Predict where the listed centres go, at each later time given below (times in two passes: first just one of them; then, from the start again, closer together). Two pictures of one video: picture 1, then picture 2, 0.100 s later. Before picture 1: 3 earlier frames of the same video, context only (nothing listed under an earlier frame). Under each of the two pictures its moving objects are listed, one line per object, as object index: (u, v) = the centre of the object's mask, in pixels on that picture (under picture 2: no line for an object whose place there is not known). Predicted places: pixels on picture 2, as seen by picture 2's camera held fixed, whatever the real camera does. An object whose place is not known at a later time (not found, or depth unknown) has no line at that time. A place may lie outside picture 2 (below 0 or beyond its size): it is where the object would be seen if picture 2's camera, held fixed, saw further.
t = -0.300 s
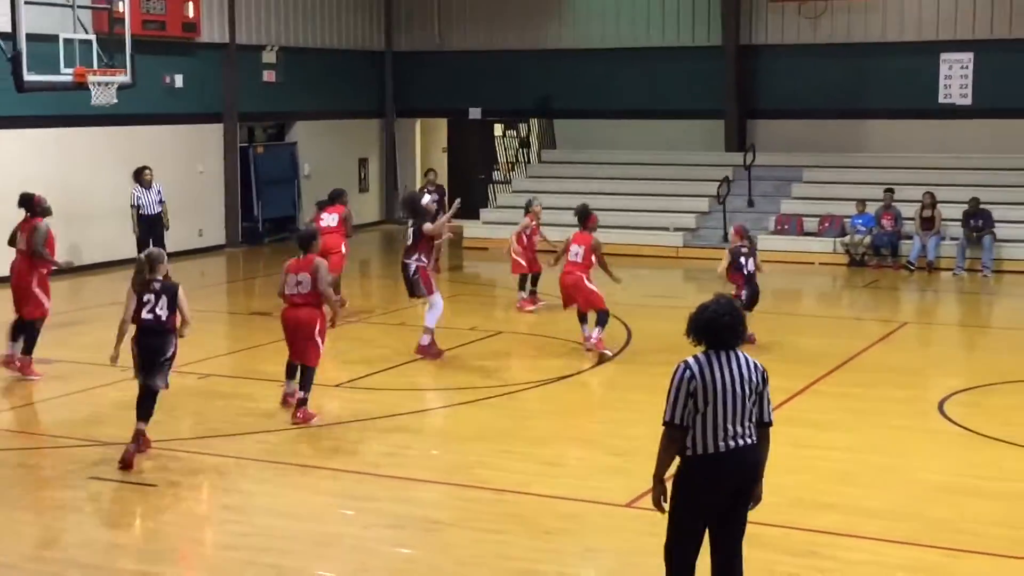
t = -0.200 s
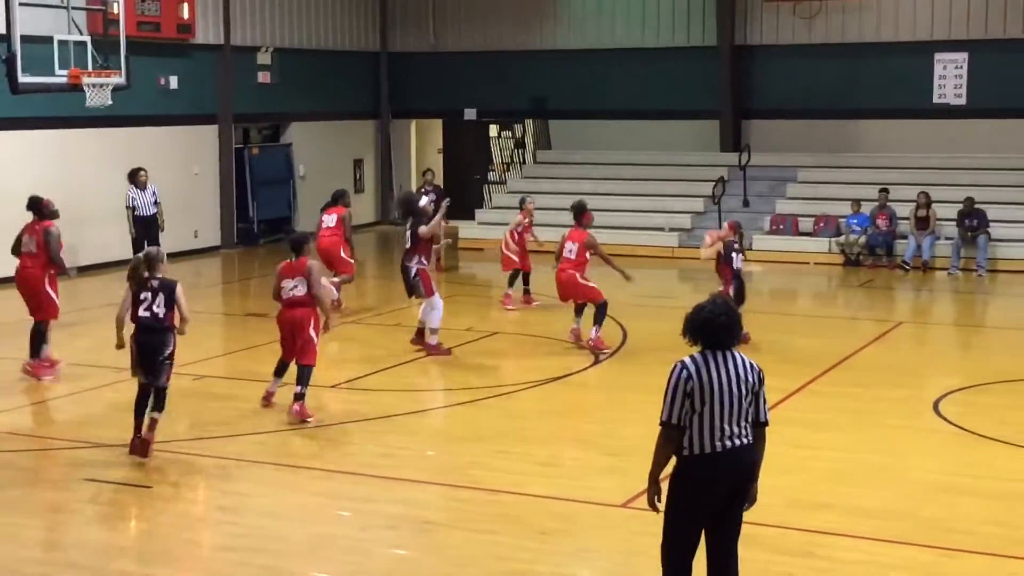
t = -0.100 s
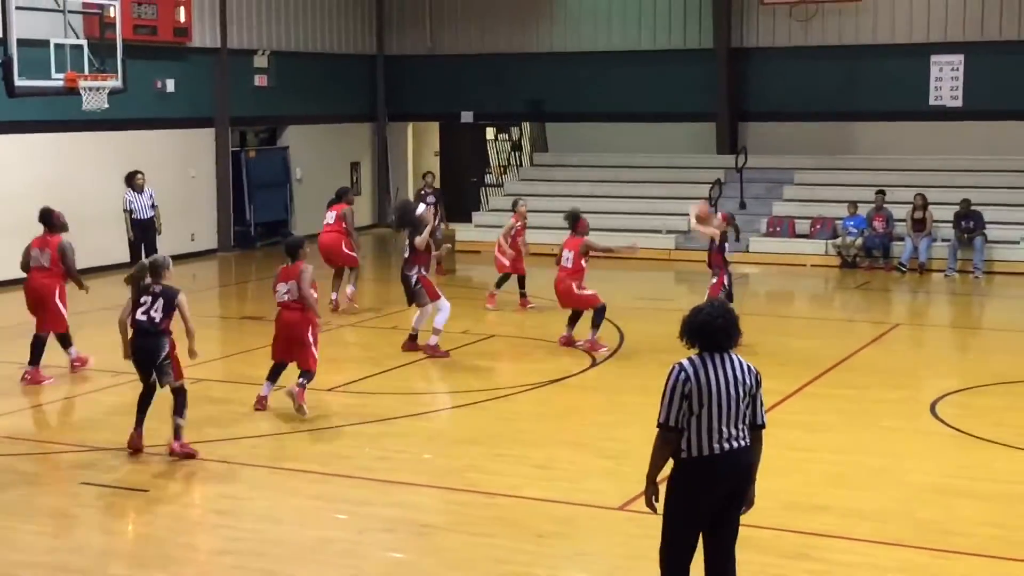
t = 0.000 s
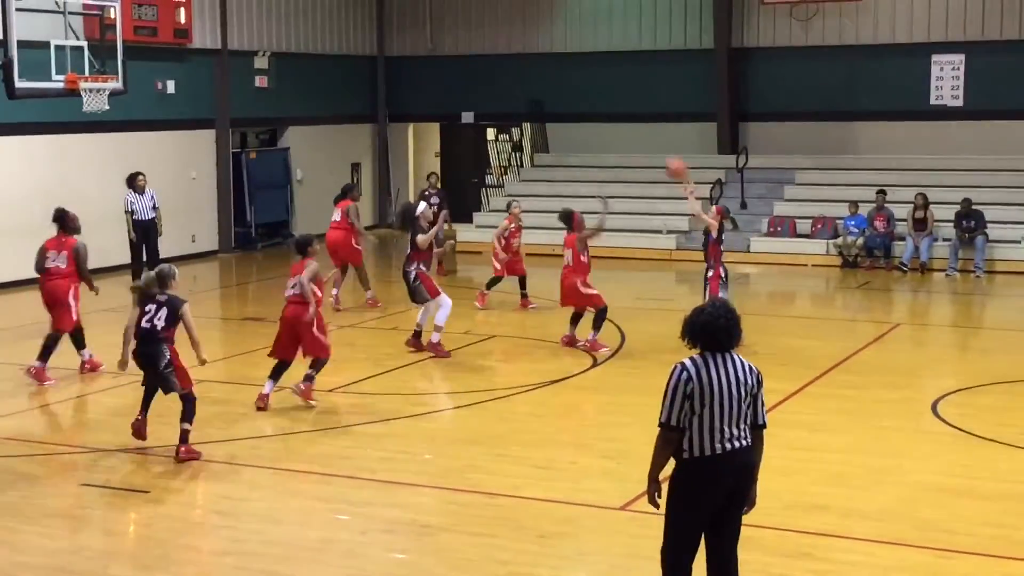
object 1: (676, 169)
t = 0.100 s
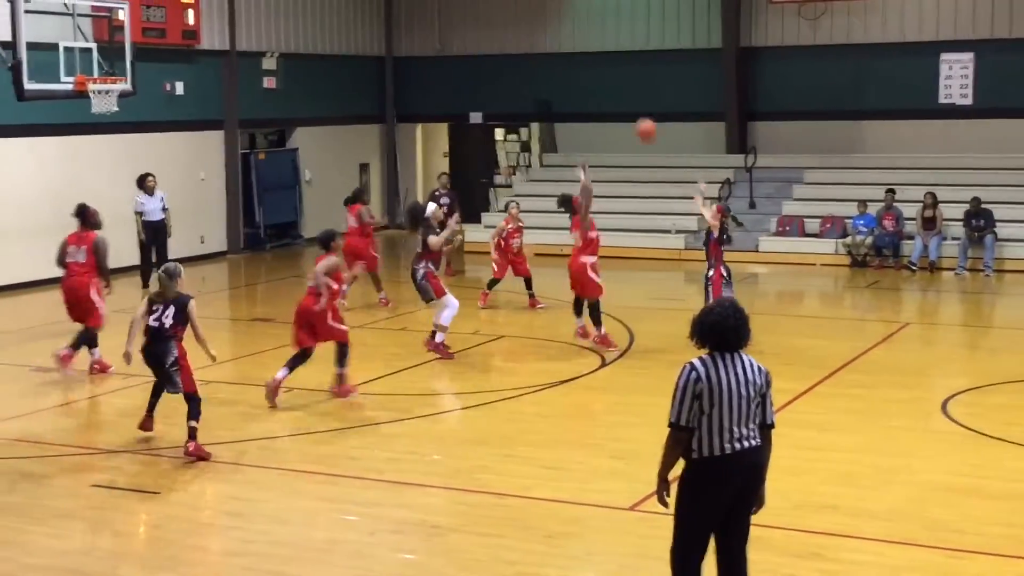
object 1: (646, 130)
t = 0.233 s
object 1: (598, 94)
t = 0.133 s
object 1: (634, 119)
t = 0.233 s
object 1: (598, 94)
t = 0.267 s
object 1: (587, 88)
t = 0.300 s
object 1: (575, 82)
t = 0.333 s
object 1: (564, 78)
